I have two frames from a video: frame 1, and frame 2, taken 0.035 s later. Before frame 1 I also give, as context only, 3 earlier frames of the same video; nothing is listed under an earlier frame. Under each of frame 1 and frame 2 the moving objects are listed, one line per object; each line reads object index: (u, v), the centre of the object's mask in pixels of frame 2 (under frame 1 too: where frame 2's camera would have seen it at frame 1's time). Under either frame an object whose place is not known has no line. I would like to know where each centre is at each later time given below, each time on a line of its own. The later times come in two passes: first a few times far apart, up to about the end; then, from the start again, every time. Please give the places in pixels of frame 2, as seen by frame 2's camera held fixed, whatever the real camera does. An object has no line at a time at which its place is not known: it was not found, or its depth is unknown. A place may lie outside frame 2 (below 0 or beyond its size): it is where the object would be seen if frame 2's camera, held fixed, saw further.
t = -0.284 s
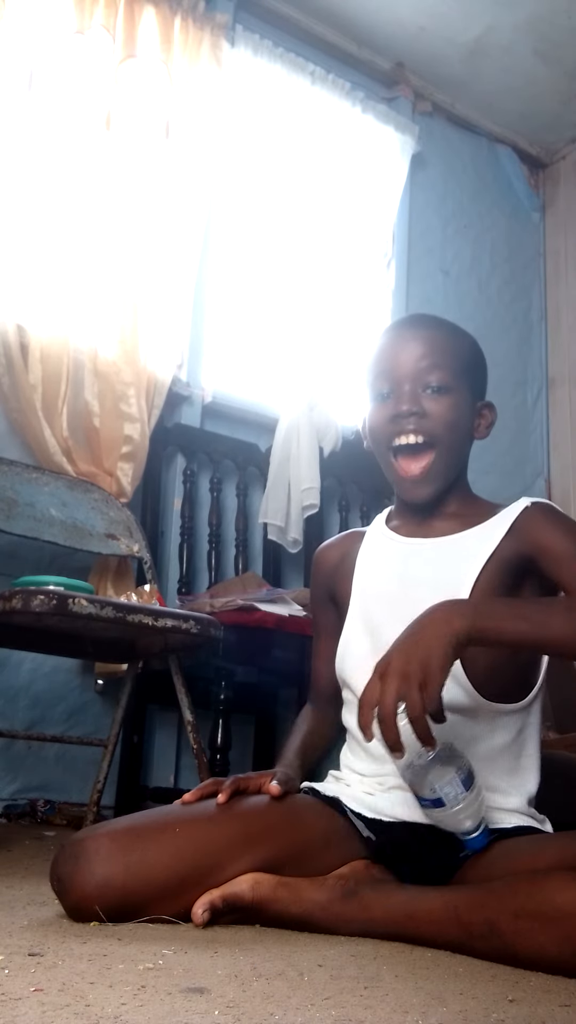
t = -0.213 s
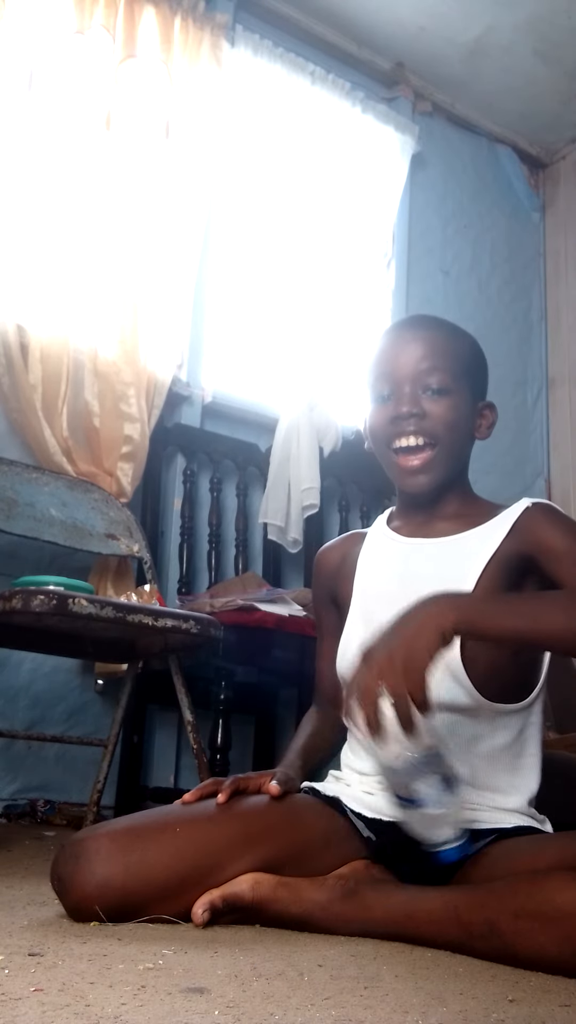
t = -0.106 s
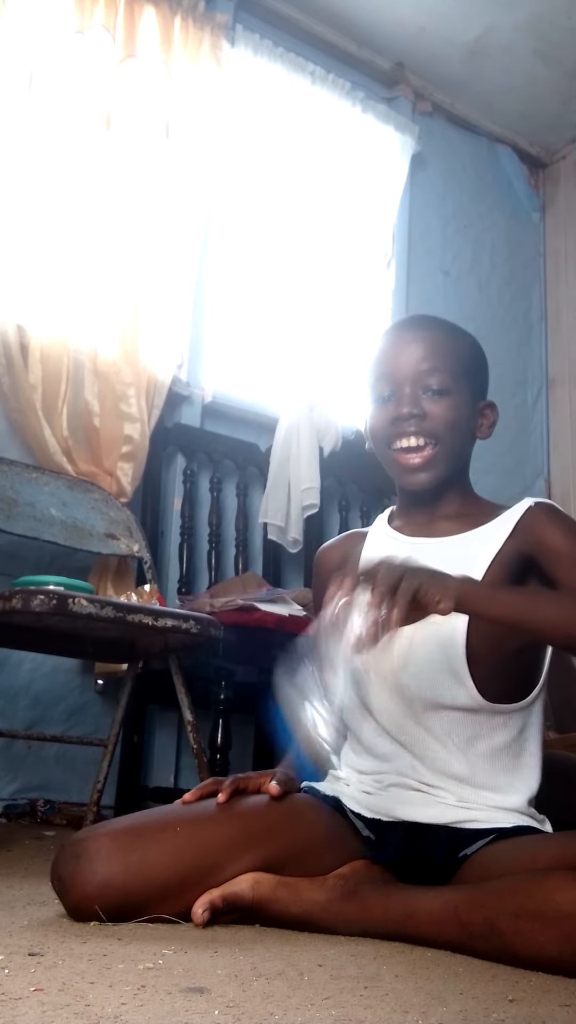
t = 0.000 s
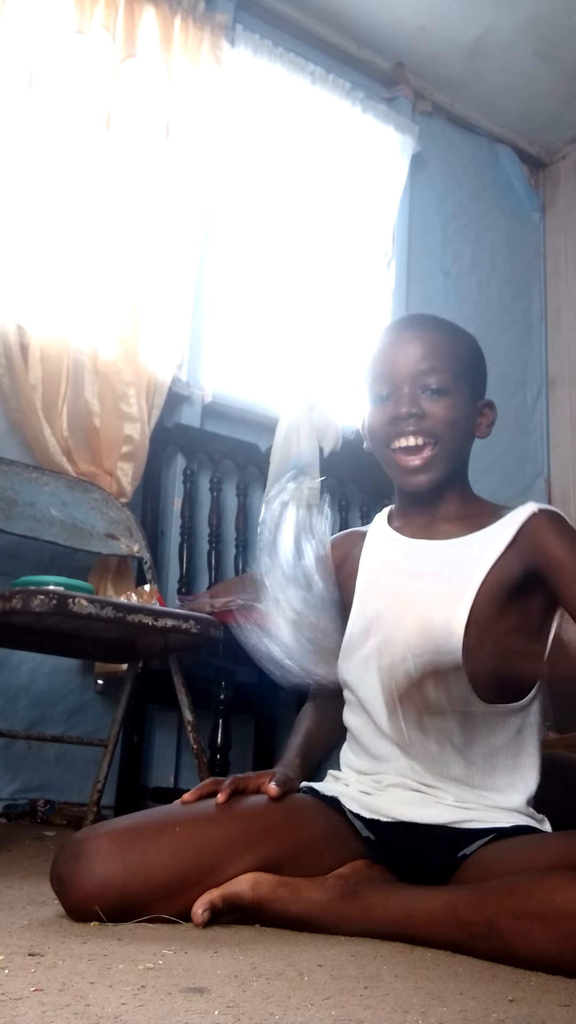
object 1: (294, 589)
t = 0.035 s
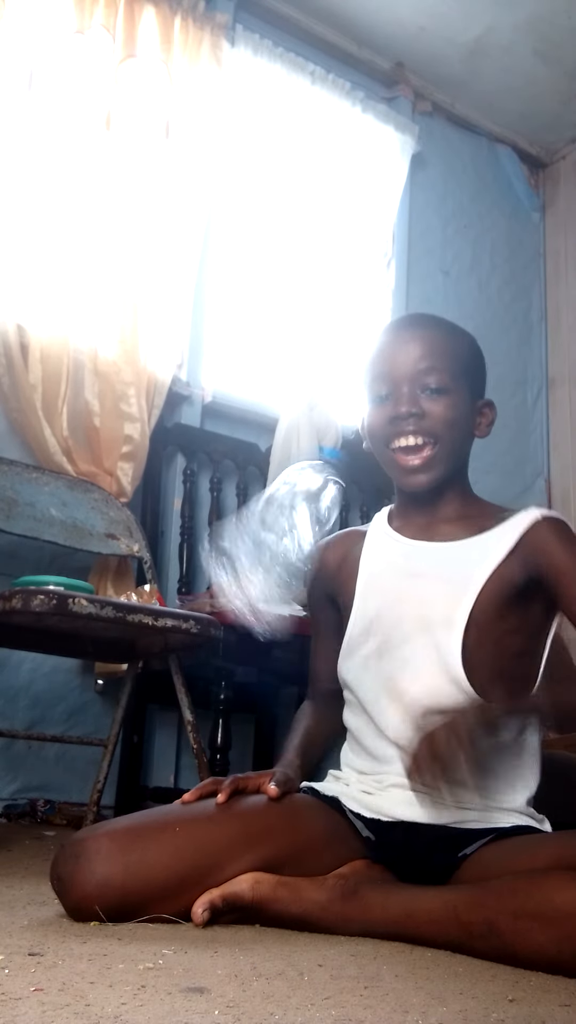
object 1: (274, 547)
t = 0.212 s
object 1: (263, 597)
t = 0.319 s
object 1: (235, 816)
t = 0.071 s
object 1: (268, 517)
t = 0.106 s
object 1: (268, 507)
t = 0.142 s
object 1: (271, 519)
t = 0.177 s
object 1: (266, 547)
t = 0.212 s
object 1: (263, 597)
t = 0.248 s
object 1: (256, 659)
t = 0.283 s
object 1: (247, 727)
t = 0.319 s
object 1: (235, 816)
